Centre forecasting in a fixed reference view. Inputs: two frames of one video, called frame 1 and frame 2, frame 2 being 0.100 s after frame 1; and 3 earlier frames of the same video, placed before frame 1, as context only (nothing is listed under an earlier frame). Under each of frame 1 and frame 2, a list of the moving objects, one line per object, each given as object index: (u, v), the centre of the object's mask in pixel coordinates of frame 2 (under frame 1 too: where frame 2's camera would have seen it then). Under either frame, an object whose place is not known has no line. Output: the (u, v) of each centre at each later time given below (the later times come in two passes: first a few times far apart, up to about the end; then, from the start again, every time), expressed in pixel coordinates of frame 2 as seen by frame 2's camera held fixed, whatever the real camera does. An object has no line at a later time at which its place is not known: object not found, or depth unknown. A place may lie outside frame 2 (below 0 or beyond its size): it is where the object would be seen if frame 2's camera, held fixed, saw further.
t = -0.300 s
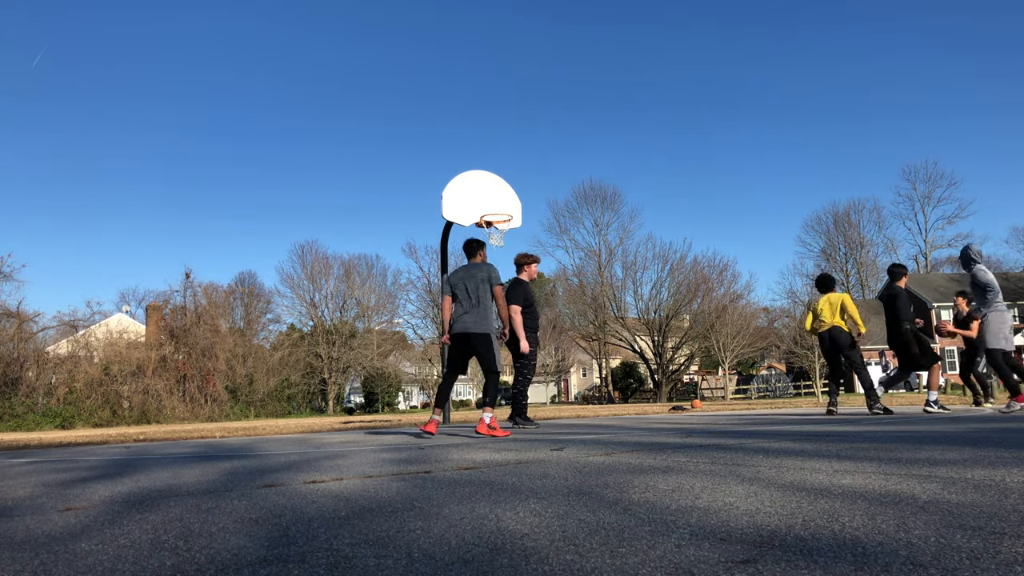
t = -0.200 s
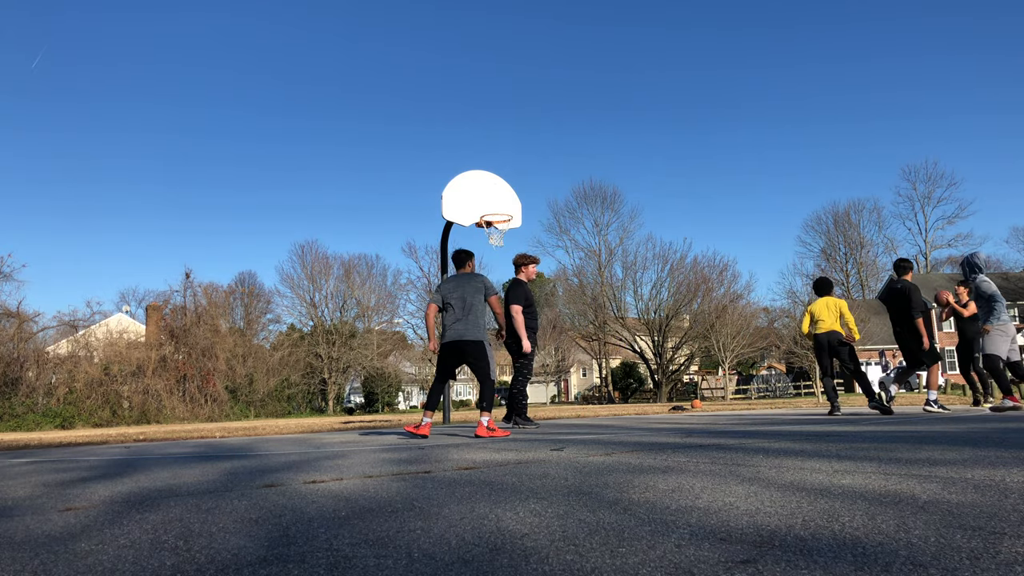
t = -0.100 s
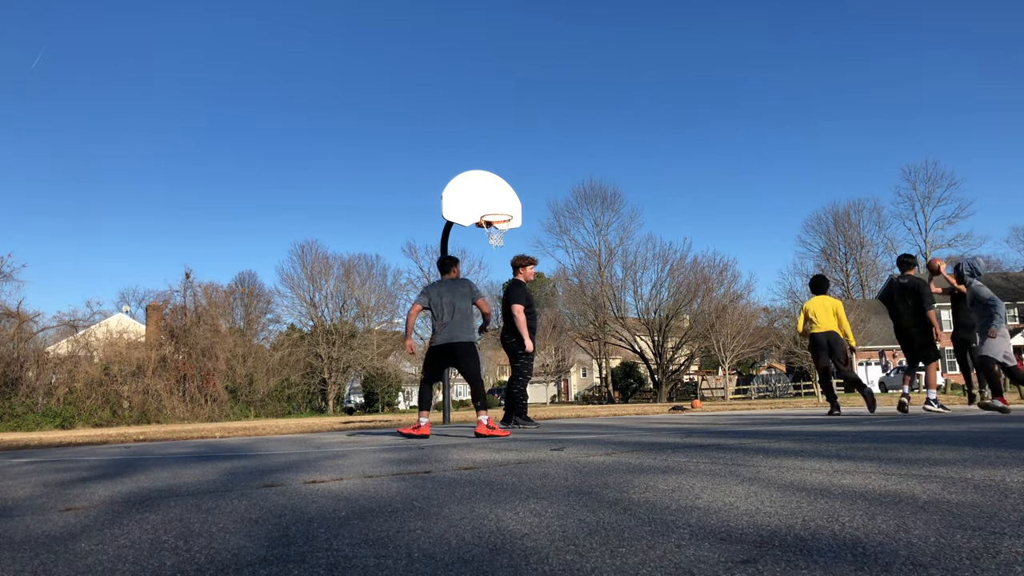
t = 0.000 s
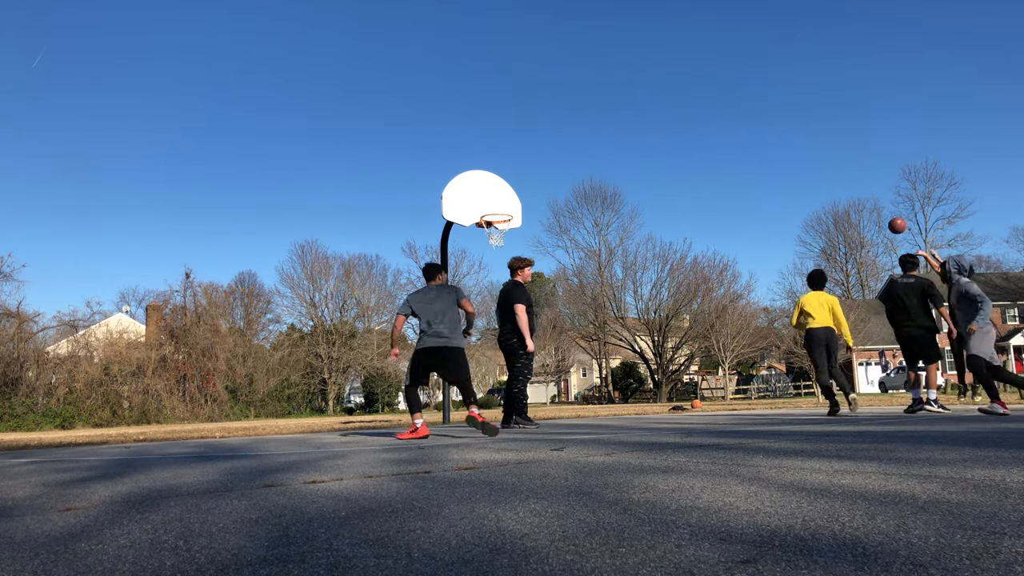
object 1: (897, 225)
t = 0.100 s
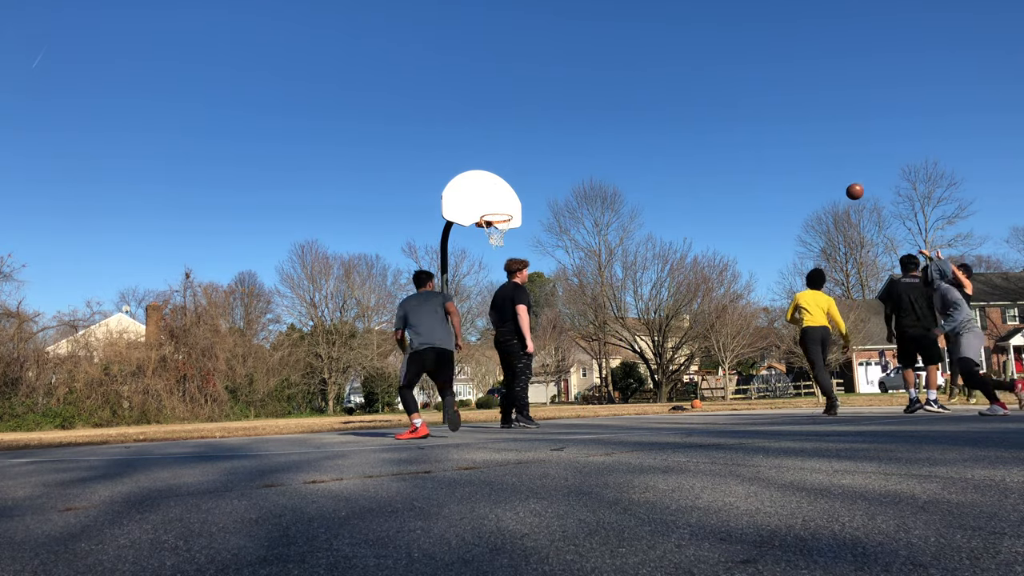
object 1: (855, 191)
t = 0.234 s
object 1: (801, 157)
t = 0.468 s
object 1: (714, 127)
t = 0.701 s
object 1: (634, 131)
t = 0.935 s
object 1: (558, 170)
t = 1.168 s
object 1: (504, 201)
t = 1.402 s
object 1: (487, 190)
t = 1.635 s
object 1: (492, 203)
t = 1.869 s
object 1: (502, 232)
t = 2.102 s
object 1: (501, 257)
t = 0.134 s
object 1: (841, 181)
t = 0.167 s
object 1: (827, 173)
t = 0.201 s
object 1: (814, 164)
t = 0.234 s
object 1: (801, 157)
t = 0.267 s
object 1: (789, 150)
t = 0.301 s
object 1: (776, 145)
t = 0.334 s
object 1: (763, 140)
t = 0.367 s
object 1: (750, 136)
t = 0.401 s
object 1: (738, 132)
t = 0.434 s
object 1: (726, 129)
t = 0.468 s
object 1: (714, 127)
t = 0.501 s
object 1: (702, 125)
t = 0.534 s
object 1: (691, 124)
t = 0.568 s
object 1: (679, 124)
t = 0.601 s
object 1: (667, 125)
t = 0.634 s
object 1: (656, 126)
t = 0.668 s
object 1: (645, 129)
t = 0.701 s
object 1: (634, 131)
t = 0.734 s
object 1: (622, 135)
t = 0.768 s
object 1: (612, 139)
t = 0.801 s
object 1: (601, 144)
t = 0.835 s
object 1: (590, 149)
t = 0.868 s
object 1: (579, 156)
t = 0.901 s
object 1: (568, 163)
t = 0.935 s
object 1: (558, 170)
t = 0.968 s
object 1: (547, 179)
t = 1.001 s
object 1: (537, 187)
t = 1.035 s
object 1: (526, 197)
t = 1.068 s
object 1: (516, 207)
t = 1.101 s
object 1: (511, 209)
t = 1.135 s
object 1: (507, 204)
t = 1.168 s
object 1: (504, 201)
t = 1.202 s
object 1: (501, 197)
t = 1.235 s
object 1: (498, 195)
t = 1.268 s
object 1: (495, 193)
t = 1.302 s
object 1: (492, 192)
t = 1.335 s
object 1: (489, 192)
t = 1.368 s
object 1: (487, 191)
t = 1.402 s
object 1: (487, 190)
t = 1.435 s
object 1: (488, 190)
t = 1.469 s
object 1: (489, 190)
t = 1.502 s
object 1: (489, 191)
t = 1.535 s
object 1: (490, 193)
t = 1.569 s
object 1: (490, 195)
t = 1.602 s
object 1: (491, 199)
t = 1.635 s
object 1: (492, 203)
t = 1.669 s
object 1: (492, 207)
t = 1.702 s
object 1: (493, 211)
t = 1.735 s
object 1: (495, 212)
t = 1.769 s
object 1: (497, 218)
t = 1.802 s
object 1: (499, 222)
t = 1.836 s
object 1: (500, 225)
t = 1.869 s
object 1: (502, 232)
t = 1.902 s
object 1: (502, 236)
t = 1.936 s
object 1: (502, 238)
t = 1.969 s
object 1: (502, 241)
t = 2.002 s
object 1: (502, 244)
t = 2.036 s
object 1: (501, 247)
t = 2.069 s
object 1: (501, 251)
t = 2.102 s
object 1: (501, 257)
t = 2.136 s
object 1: (501, 263)
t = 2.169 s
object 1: (501, 269)
